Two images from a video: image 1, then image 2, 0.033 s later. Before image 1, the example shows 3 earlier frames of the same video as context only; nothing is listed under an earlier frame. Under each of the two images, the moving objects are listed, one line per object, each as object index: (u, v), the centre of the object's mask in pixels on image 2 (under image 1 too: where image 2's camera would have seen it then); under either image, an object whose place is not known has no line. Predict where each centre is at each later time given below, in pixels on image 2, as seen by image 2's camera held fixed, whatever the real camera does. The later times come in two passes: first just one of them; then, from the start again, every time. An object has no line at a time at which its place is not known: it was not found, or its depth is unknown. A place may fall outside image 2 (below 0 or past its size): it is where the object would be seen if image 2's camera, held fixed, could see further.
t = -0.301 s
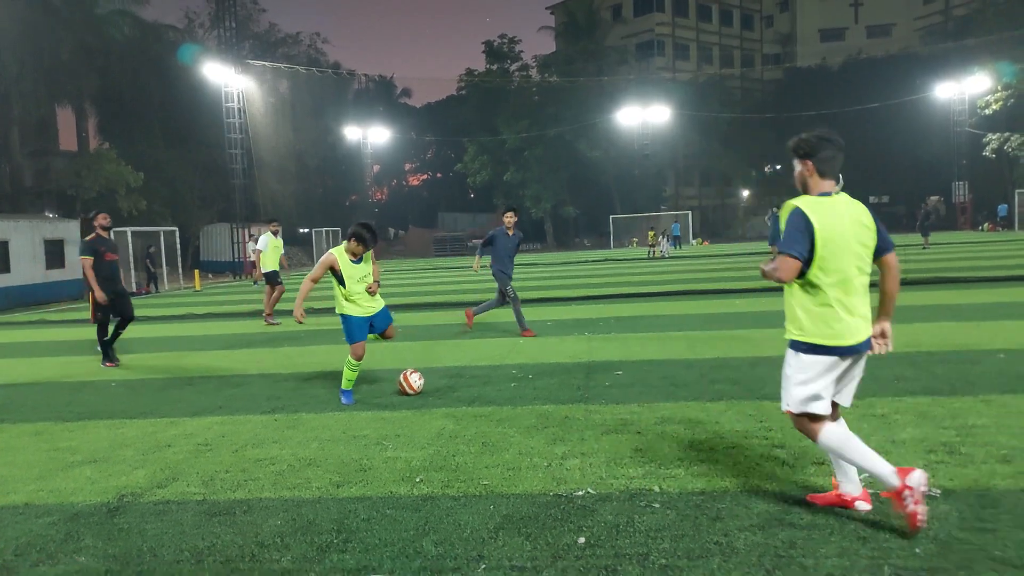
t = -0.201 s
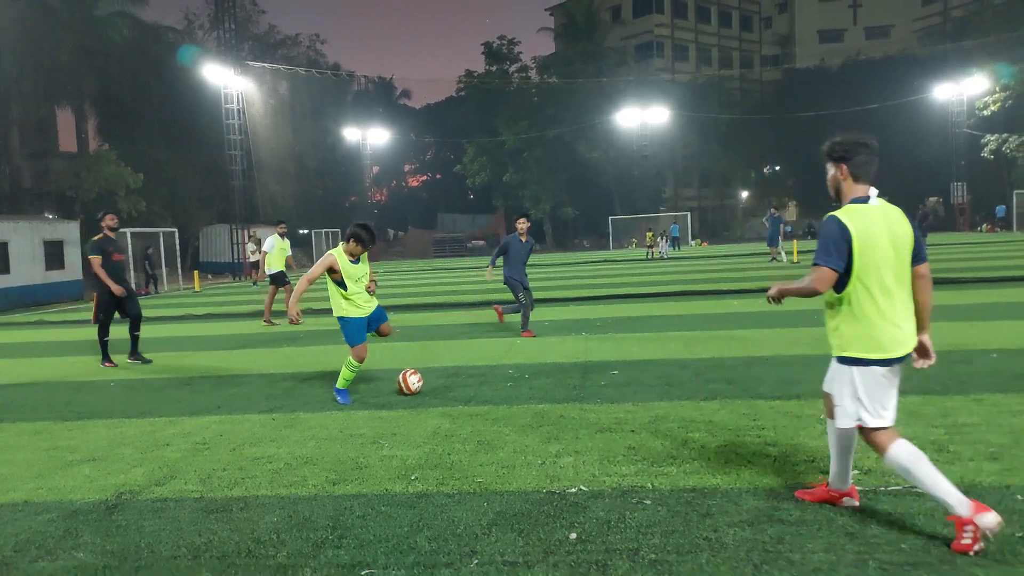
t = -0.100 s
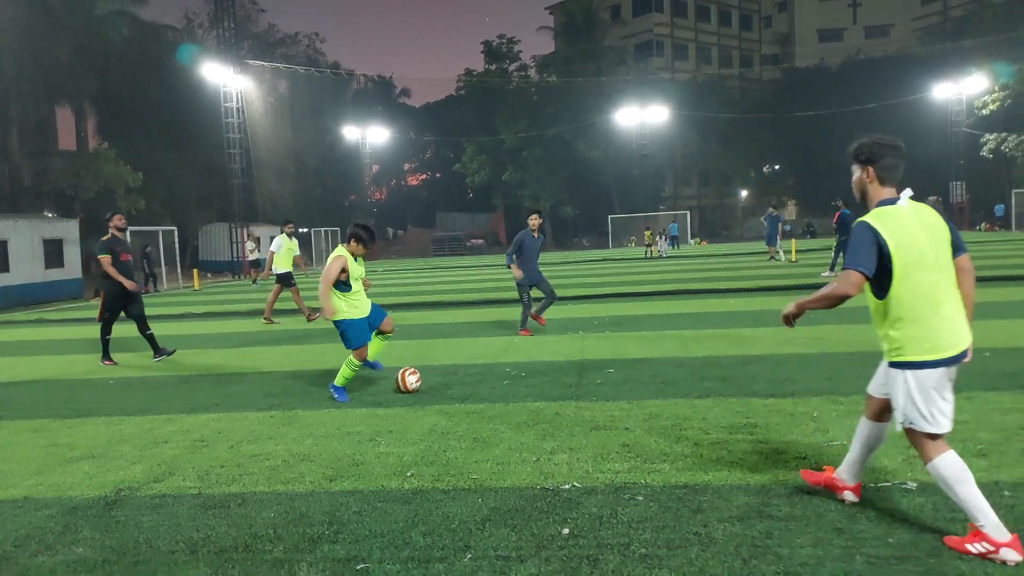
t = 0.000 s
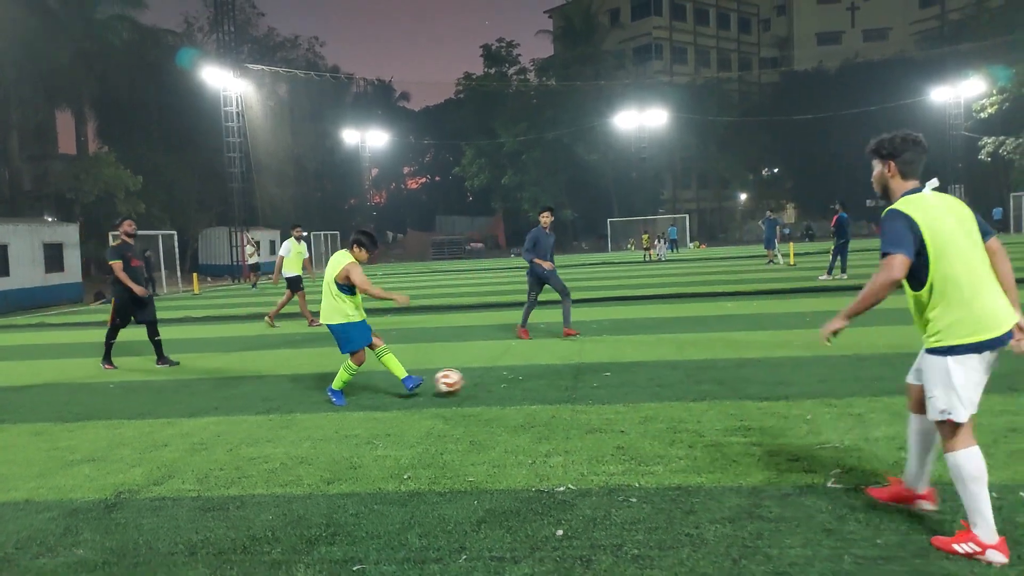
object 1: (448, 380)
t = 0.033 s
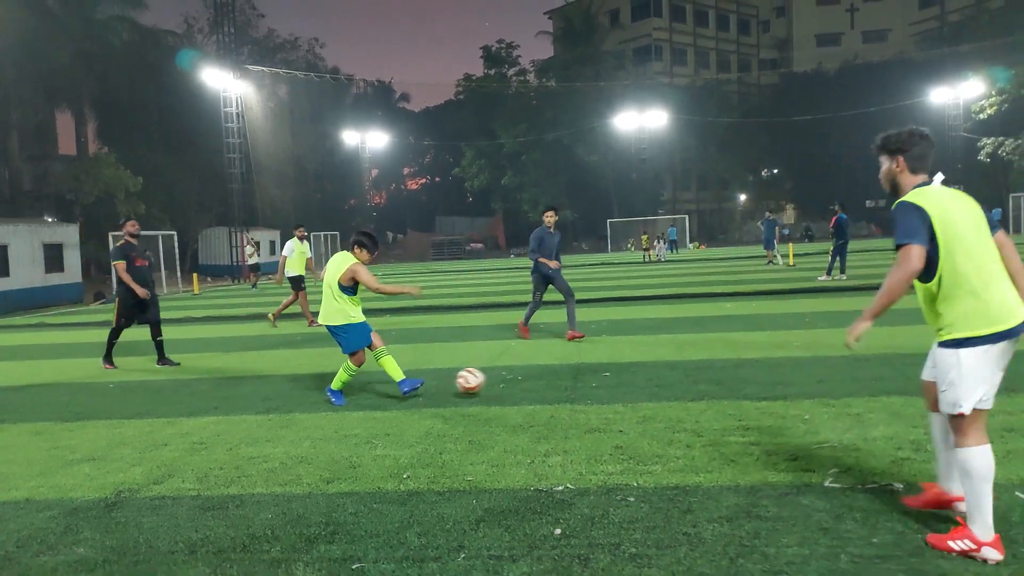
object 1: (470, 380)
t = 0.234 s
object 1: (611, 391)
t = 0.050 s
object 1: (482, 380)
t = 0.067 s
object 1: (494, 381)
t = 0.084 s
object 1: (505, 382)
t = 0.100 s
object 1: (518, 383)
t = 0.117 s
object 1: (531, 385)
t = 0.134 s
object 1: (543, 387)
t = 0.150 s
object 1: (557, 390)
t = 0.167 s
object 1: (570, 392)
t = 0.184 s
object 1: (580, 393)
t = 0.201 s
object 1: (591, 392)
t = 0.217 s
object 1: (601, 391)
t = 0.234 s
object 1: (611, 391)
